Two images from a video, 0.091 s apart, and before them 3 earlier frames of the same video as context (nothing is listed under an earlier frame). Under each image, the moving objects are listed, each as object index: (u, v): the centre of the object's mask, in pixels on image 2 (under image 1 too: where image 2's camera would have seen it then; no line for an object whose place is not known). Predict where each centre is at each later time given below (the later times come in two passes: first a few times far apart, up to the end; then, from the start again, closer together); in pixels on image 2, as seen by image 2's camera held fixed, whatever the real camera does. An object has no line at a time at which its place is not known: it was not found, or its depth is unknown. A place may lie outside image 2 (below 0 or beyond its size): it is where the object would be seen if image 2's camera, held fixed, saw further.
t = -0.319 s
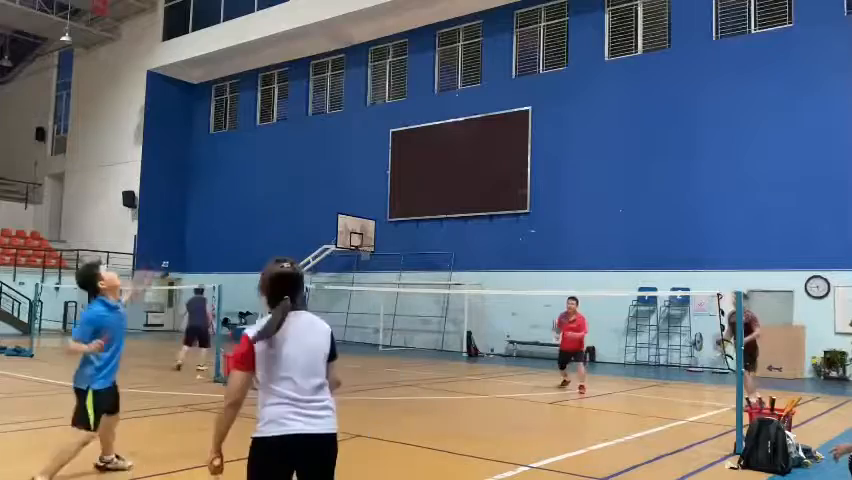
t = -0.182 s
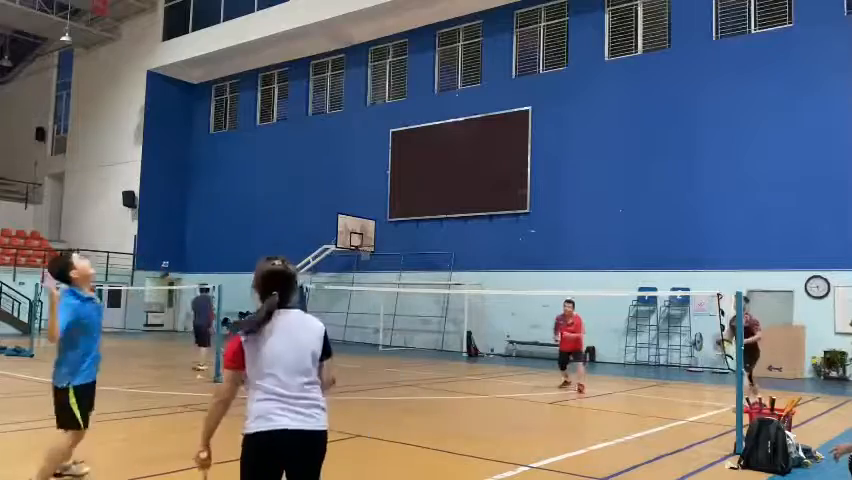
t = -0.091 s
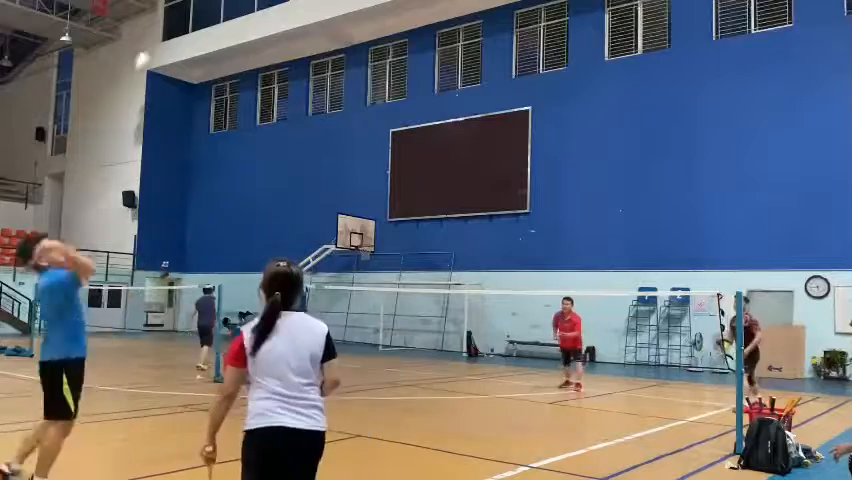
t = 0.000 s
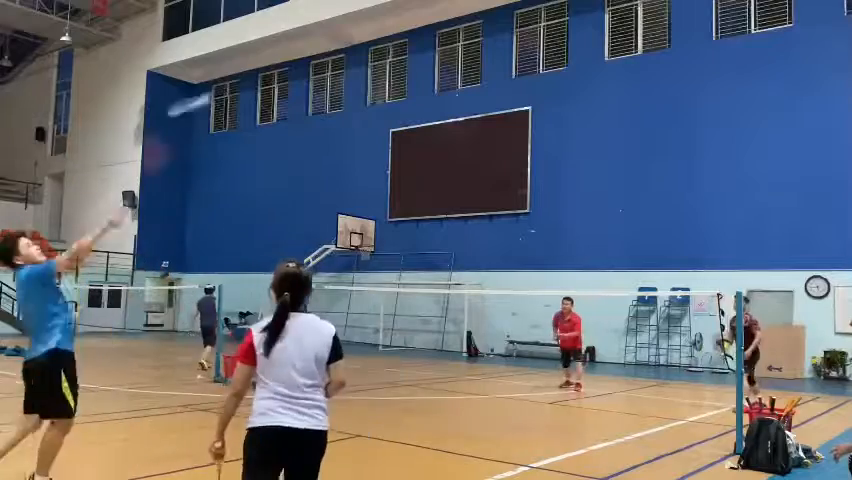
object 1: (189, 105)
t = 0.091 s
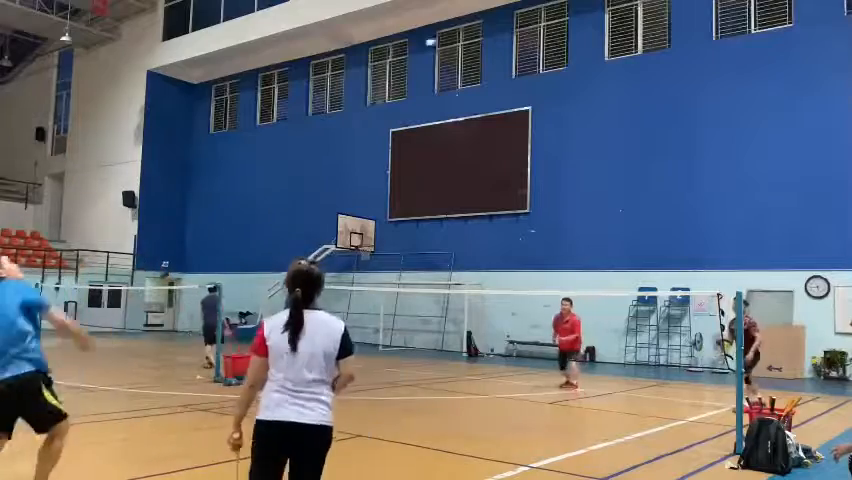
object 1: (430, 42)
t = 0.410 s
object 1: (535, 69)
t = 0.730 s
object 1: (572, 154)
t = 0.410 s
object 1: (535, 69)
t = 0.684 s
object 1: (570, 147)
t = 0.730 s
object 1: (572, 154)
